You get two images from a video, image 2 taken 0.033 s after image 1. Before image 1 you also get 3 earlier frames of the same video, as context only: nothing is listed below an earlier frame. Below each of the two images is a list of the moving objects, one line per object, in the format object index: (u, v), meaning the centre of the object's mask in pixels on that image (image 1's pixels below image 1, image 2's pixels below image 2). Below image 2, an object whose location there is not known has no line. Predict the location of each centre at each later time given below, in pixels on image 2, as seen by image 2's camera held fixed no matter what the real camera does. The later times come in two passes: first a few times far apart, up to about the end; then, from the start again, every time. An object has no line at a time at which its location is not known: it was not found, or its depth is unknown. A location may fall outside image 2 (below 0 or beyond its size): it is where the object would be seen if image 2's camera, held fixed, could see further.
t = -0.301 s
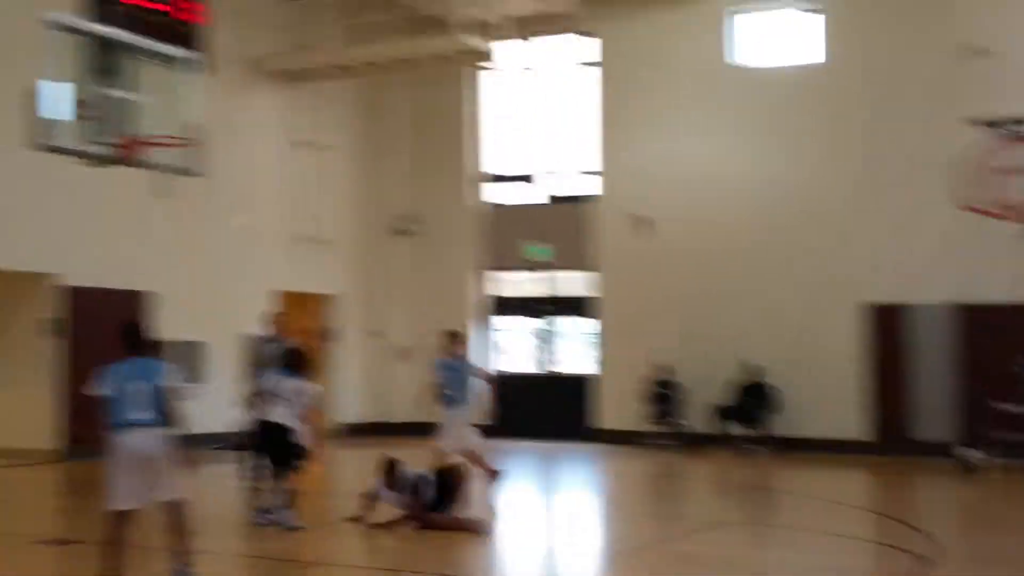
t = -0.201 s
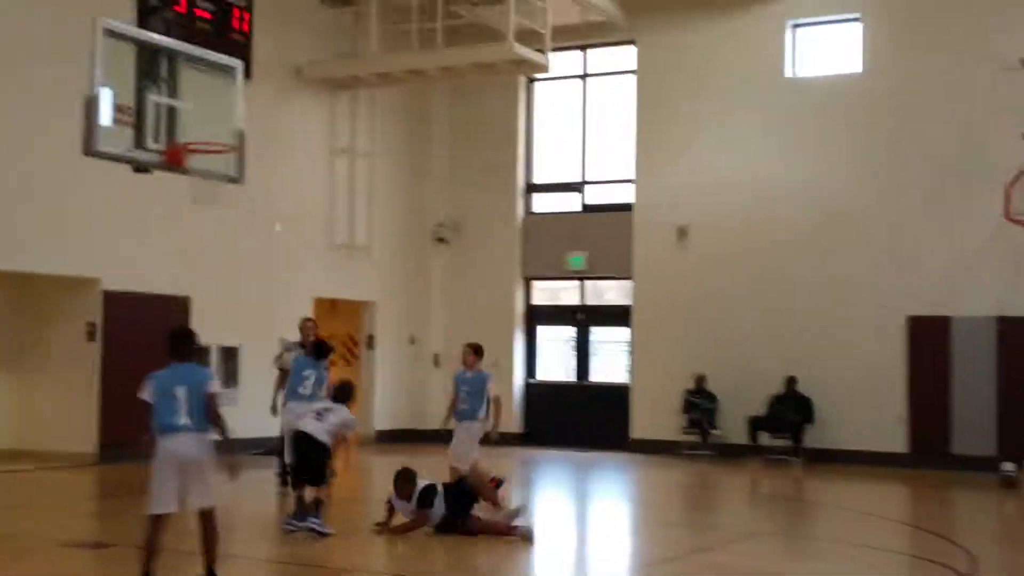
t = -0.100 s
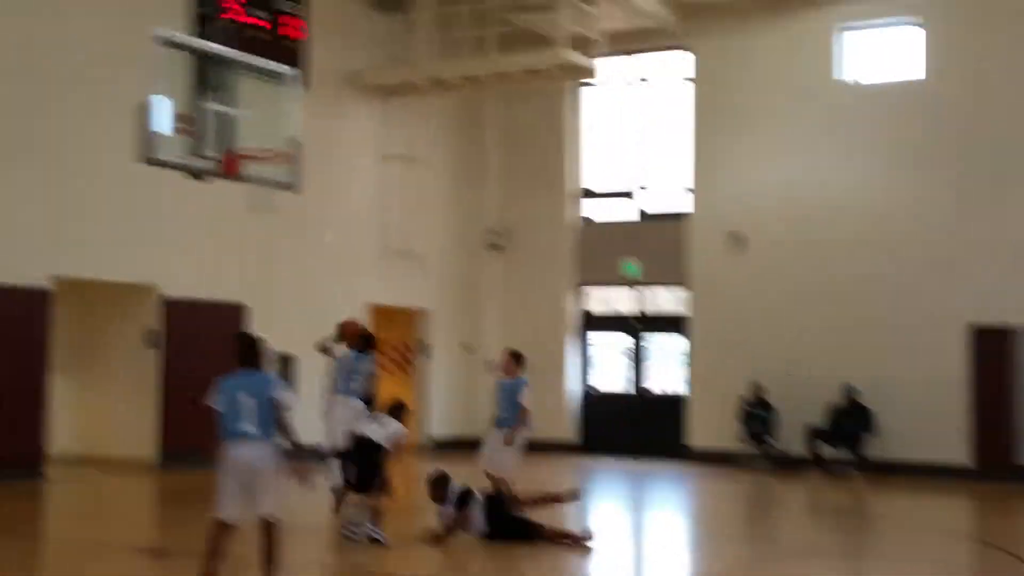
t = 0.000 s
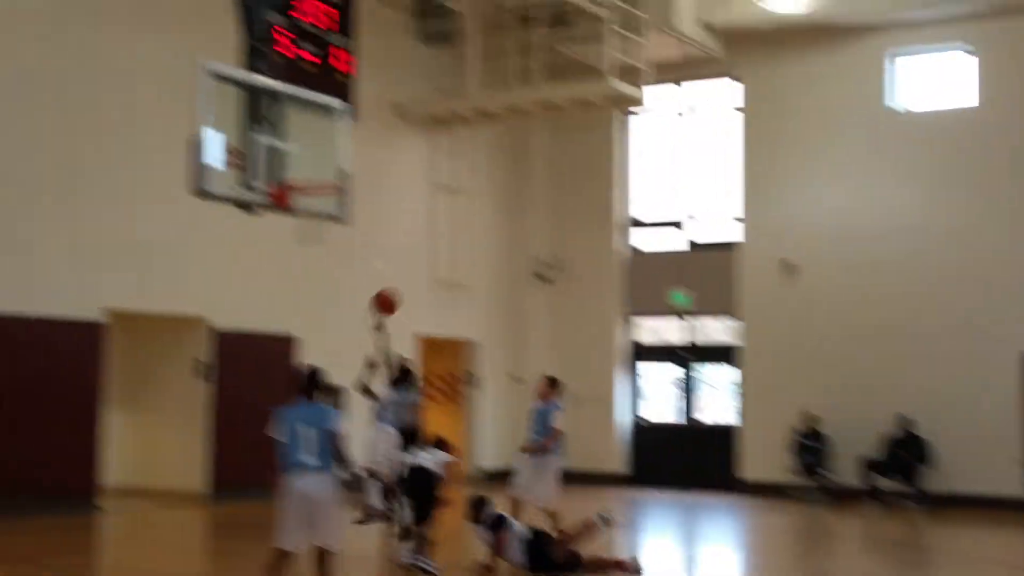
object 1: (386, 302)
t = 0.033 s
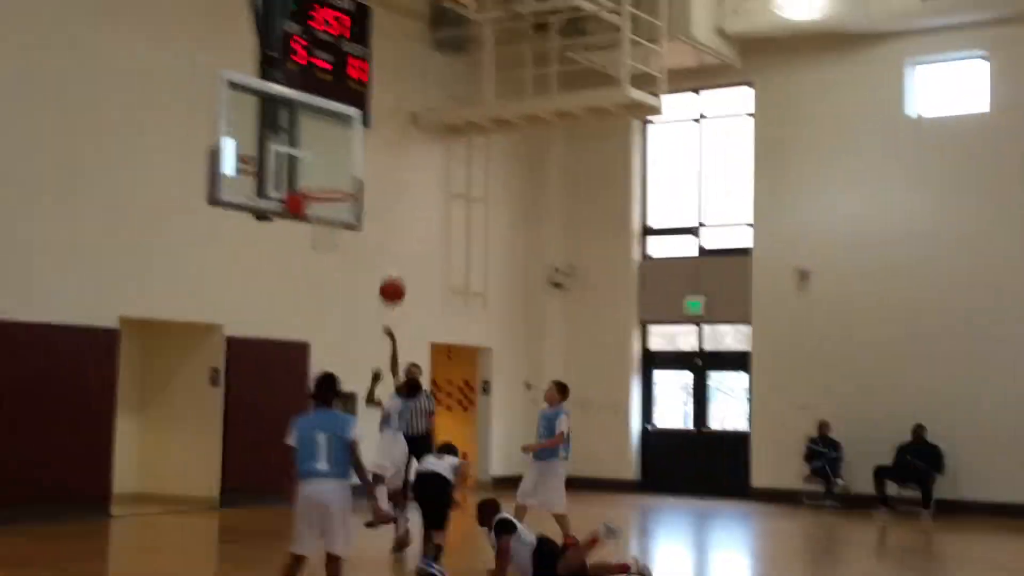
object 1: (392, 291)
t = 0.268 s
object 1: (356, 197)
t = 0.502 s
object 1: (357, 173)
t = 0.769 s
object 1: (384, 226)
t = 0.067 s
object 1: (388, 273)
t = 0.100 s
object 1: (383, 257)
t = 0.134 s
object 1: (377, 245)
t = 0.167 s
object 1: (371, 230)
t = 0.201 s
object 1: (367, 218)
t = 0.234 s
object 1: (363, 208)
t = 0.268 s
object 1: (356, 197)
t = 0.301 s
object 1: (352, 187)
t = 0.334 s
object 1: (345, 182)
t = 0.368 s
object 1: (342, 176)
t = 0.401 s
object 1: (345, 174)
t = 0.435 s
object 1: (349, 172)
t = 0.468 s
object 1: (353, 172)
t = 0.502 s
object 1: (357, 173)
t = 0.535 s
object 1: (355, 175)
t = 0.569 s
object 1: (362, 176)
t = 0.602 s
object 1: (367, 183)
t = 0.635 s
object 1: (369, 188)
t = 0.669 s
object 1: (373, 196)
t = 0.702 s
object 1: (376, 205)
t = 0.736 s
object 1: (380, 214)
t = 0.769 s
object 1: (384, 226)
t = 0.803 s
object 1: (387, 238)
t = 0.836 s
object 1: (391, 253)
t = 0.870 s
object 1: (394, 268)
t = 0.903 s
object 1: (397, 284)
